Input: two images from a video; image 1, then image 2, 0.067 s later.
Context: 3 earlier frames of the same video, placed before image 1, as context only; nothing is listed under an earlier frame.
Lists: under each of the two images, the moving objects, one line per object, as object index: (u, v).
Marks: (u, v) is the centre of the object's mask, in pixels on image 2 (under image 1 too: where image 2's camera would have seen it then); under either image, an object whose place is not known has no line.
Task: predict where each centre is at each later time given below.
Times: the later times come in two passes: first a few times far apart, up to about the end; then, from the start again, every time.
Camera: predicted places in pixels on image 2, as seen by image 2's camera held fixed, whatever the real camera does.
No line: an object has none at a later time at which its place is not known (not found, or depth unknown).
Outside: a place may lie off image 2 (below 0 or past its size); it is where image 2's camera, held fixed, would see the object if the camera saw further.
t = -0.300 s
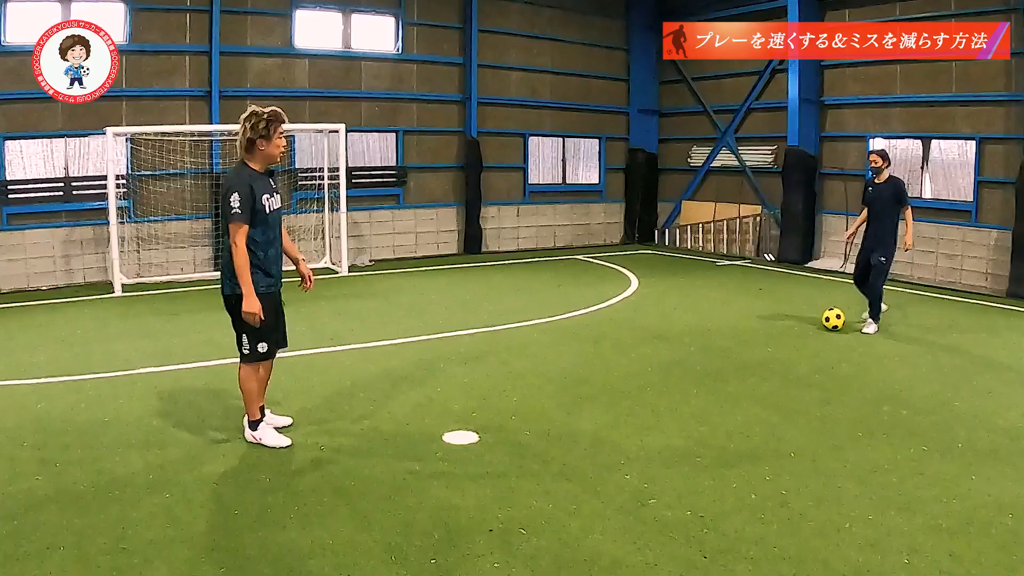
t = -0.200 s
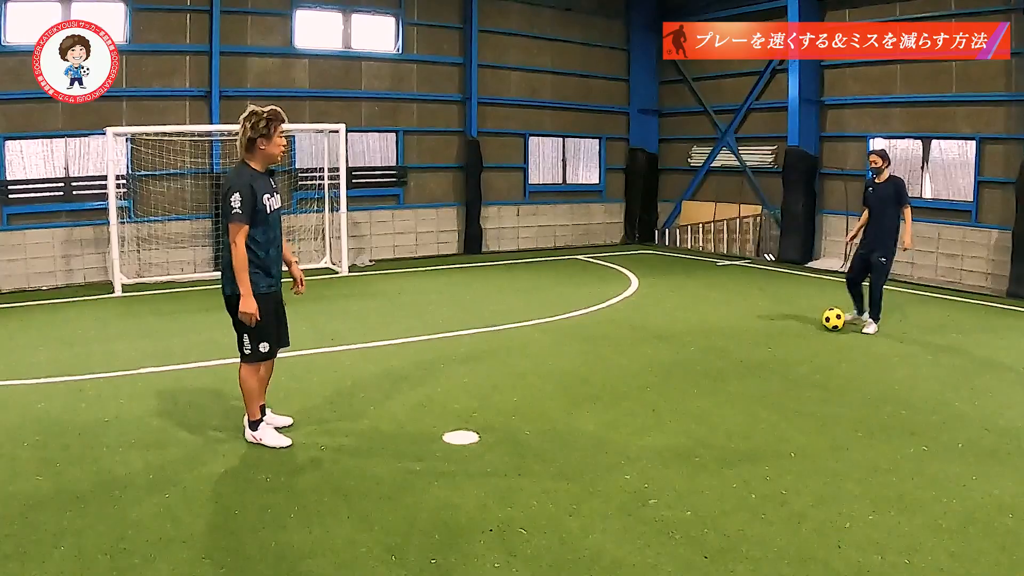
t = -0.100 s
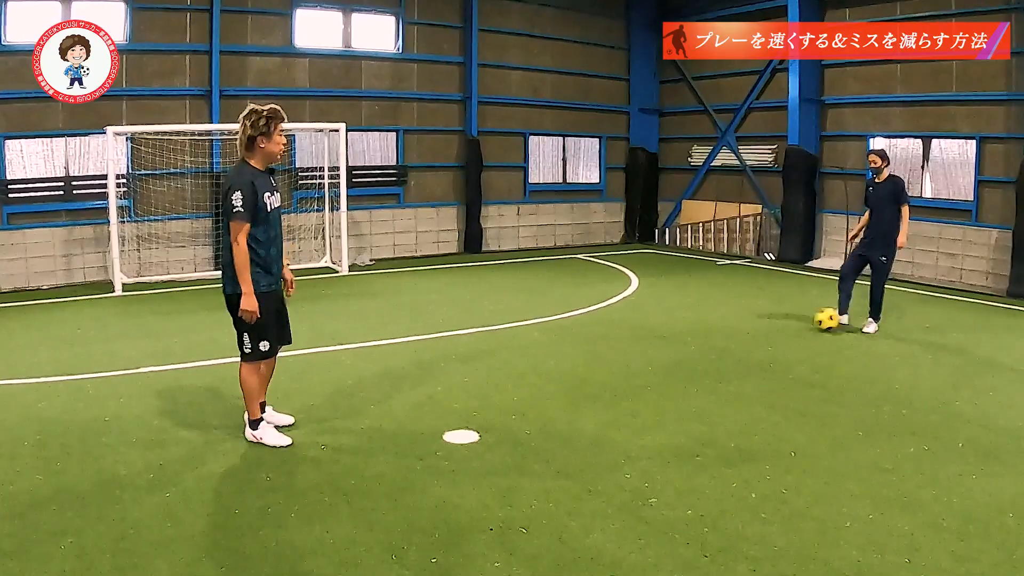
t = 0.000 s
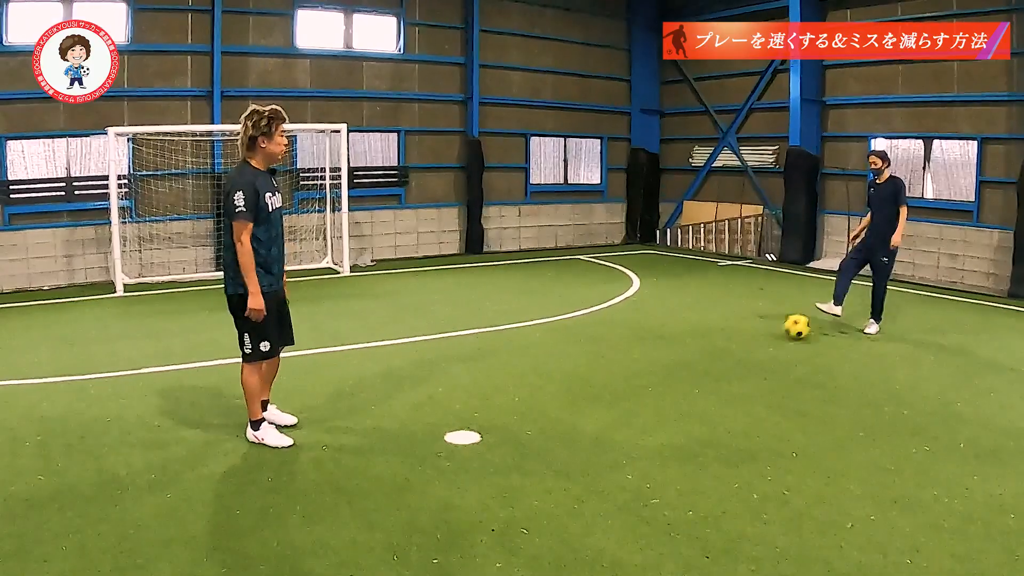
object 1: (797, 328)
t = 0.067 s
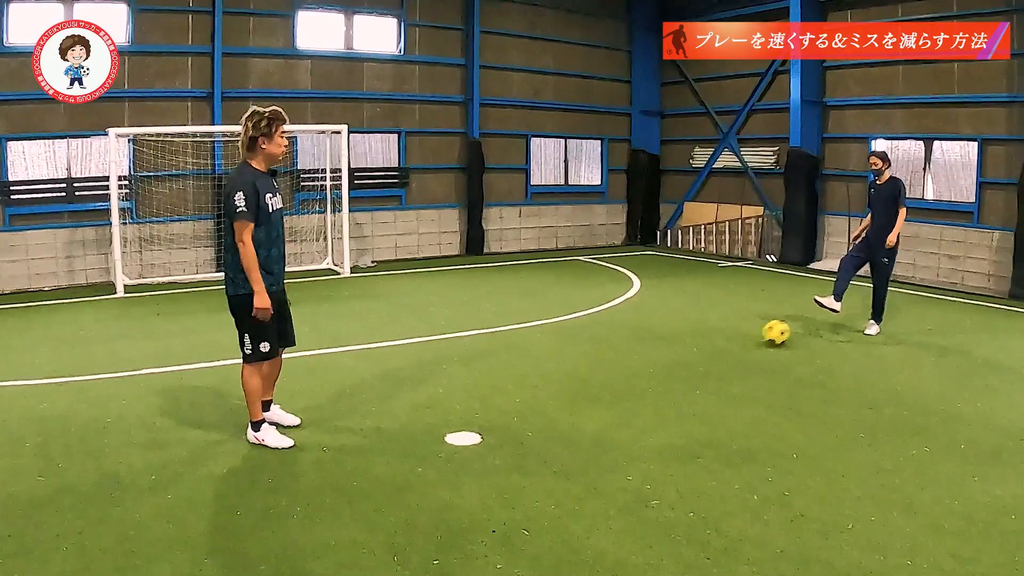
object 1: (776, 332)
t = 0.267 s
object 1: (713, 346)
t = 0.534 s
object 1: (625, 365)
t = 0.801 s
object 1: (517, 388)
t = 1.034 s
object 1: (407, 408)
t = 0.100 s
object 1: (765, 335)
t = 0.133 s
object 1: (754, 338)
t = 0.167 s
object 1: (744, 340)
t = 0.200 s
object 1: (733, 342)
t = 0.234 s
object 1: (724, 343)
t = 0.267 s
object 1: (713, 346)
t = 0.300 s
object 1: (703, 348)
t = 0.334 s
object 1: (692, 351)
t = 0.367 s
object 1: (682, 353)
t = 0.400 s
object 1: (671, 356)
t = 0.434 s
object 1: (660, 358)
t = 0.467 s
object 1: (648, 361)
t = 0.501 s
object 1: (637, 363)
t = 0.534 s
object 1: (625, 365)
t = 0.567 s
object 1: (611, 368)
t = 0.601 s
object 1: (600, 370)
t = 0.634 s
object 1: (587, 373)
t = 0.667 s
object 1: (574, 376)
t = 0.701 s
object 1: (560, 379)
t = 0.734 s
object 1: (547, 382)
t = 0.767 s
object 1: (531, 385)
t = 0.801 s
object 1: (517, 388)
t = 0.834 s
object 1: (502, 391)
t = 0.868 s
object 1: (488, 394)
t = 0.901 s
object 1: (472, 396)
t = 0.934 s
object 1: (457, 399)
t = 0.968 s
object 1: (440, 402)
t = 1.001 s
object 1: (424, 405)
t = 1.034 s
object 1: (407, 408)
